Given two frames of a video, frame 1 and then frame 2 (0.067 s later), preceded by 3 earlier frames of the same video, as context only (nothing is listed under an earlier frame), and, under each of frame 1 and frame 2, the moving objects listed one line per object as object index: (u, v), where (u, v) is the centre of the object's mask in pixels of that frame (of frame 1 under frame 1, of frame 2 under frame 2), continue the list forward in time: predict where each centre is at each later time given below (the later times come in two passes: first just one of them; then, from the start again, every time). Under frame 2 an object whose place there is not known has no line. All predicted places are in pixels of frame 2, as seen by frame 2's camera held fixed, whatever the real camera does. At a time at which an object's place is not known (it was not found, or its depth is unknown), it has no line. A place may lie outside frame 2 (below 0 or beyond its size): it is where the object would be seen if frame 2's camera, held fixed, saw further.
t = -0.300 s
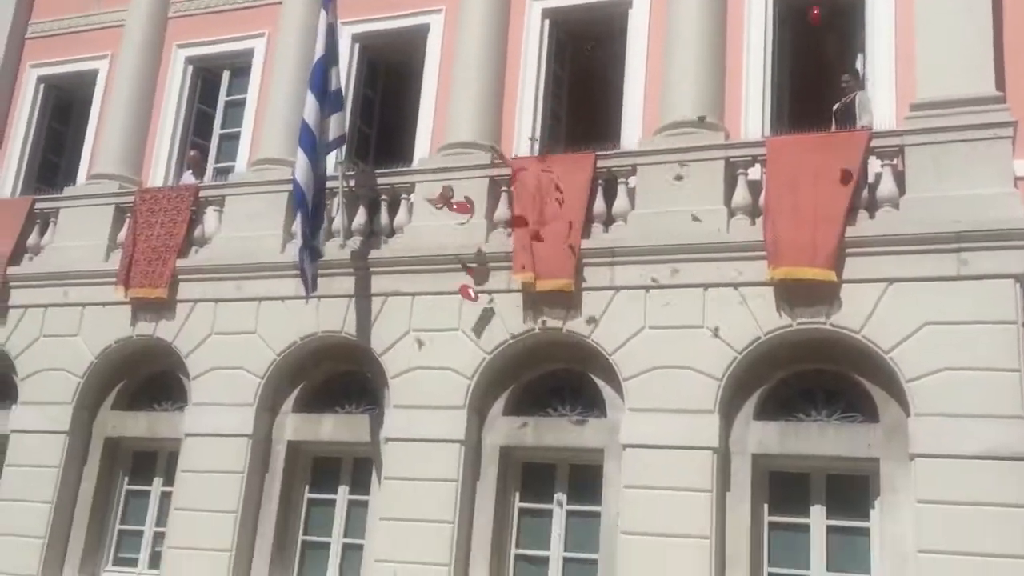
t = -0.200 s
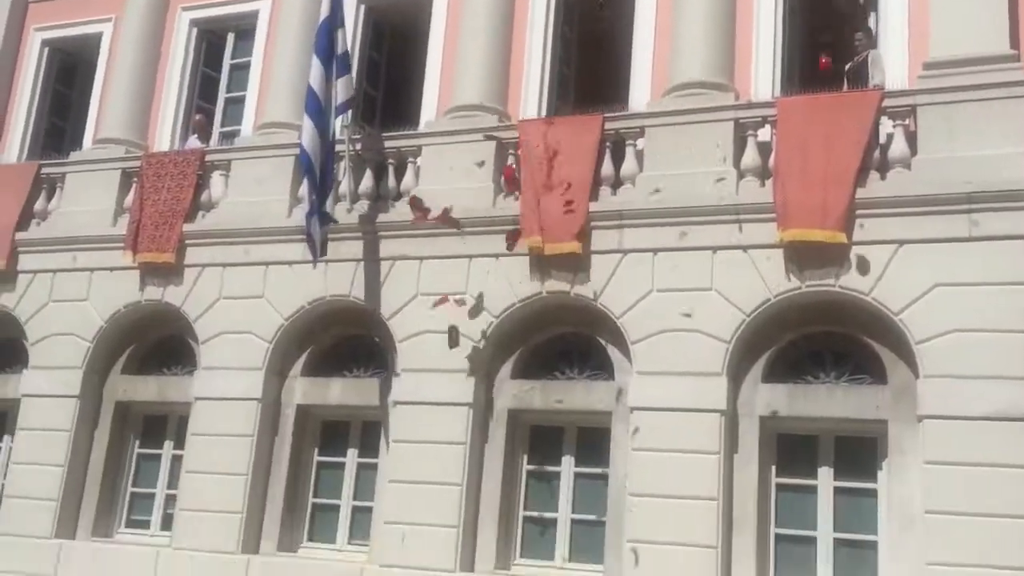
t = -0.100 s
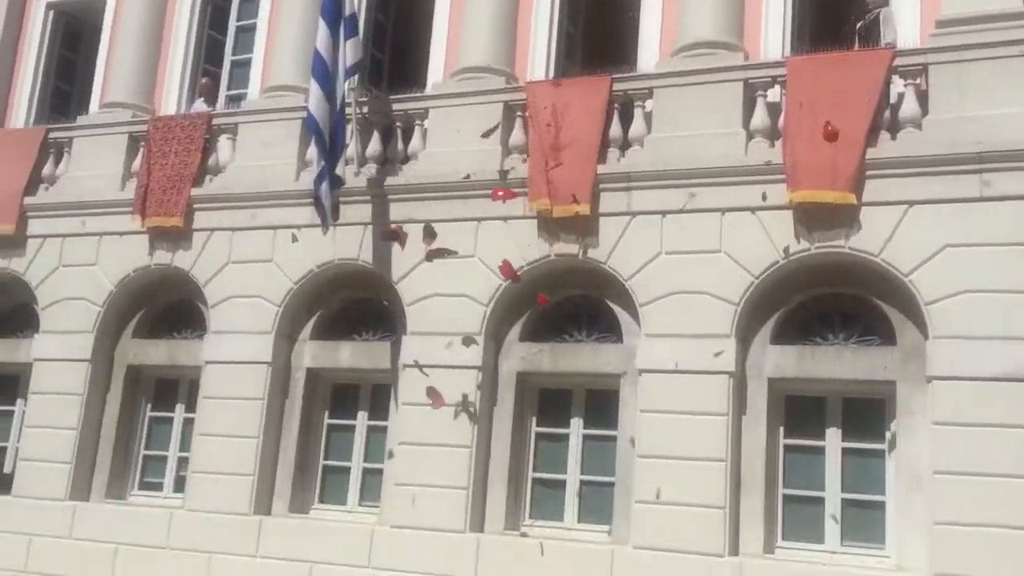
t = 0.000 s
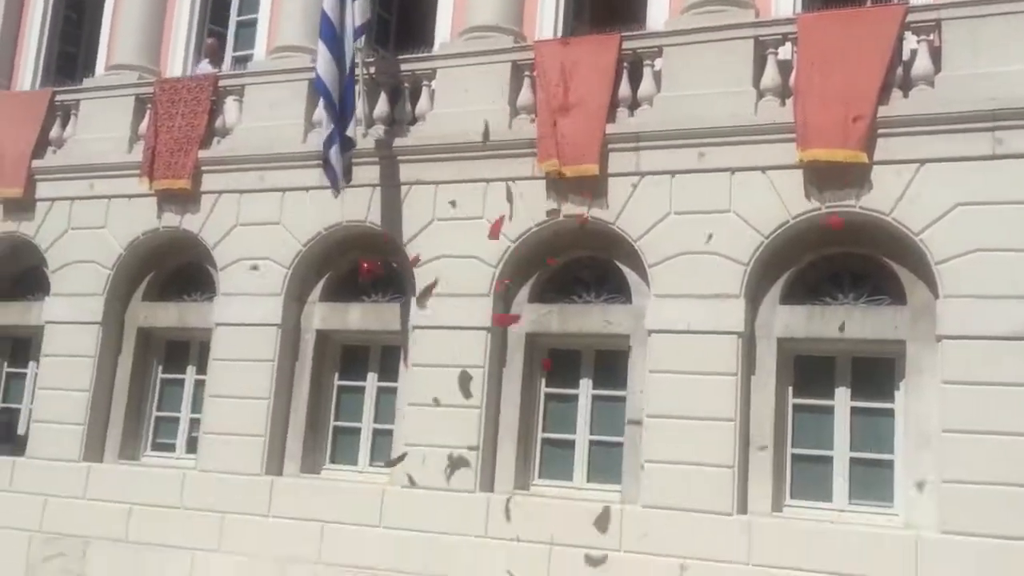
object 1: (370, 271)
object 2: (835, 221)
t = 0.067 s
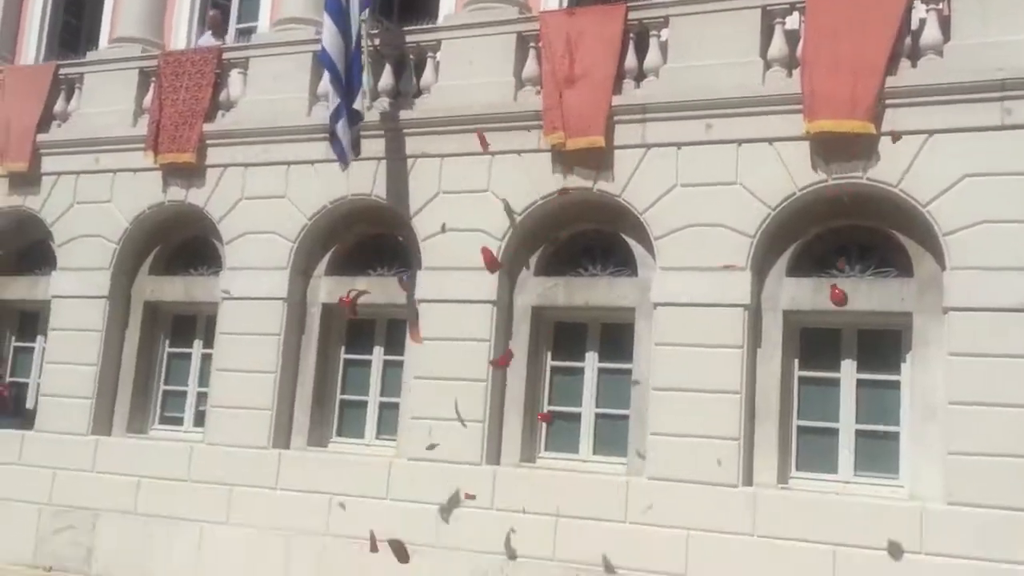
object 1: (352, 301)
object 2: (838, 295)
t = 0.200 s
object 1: (299, 442)
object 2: (829, 532)
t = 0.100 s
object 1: (336, 334)
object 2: (835, 350)
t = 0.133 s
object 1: (323, 369)
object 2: (834, 409)
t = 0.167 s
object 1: (310, 401)
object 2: (831, 468)
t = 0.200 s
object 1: (299, 442)
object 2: (829, 532)
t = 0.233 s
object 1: (287, 479)
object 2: (827, 599)
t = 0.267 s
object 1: (273, 519)
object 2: (821, 663)
